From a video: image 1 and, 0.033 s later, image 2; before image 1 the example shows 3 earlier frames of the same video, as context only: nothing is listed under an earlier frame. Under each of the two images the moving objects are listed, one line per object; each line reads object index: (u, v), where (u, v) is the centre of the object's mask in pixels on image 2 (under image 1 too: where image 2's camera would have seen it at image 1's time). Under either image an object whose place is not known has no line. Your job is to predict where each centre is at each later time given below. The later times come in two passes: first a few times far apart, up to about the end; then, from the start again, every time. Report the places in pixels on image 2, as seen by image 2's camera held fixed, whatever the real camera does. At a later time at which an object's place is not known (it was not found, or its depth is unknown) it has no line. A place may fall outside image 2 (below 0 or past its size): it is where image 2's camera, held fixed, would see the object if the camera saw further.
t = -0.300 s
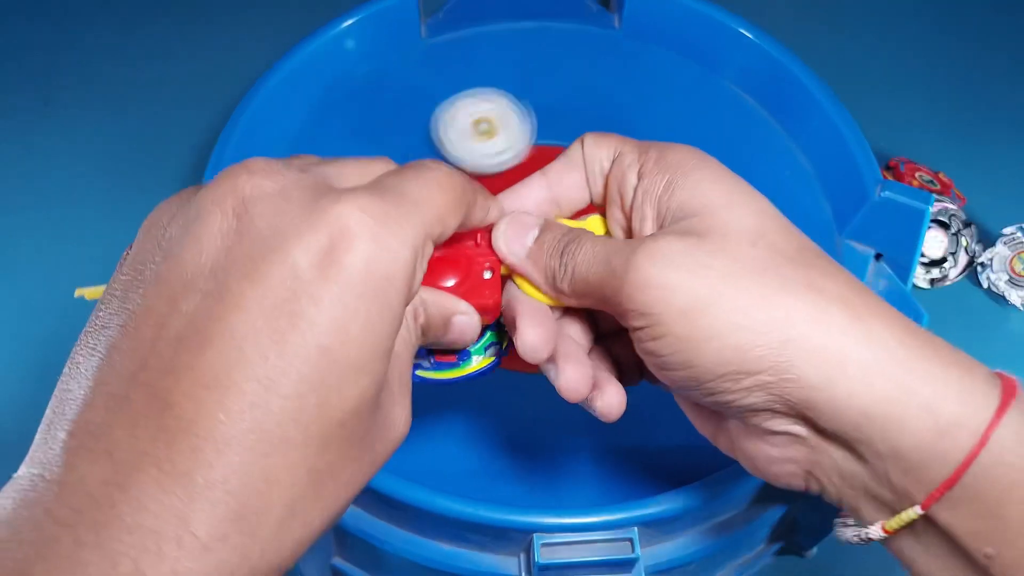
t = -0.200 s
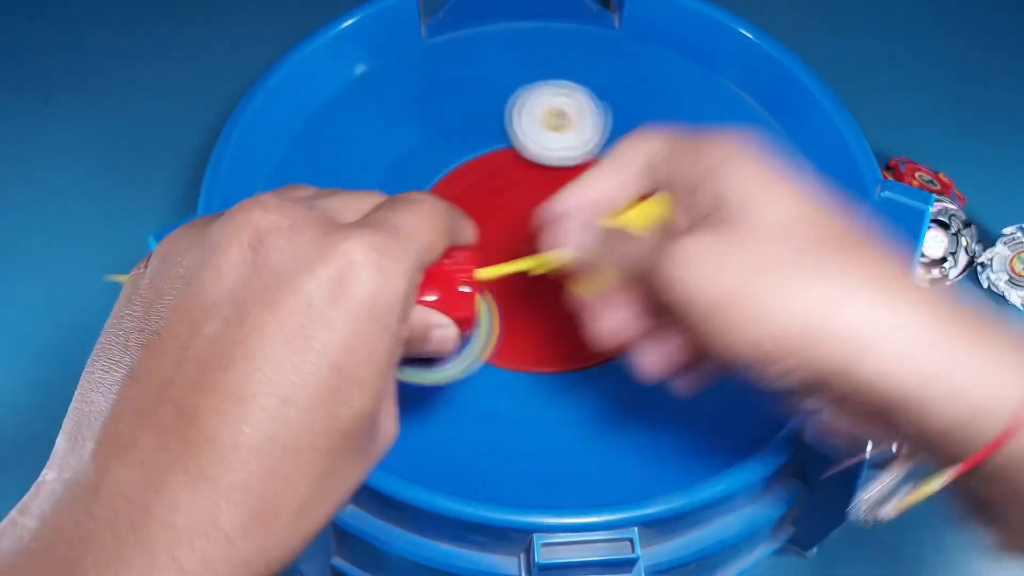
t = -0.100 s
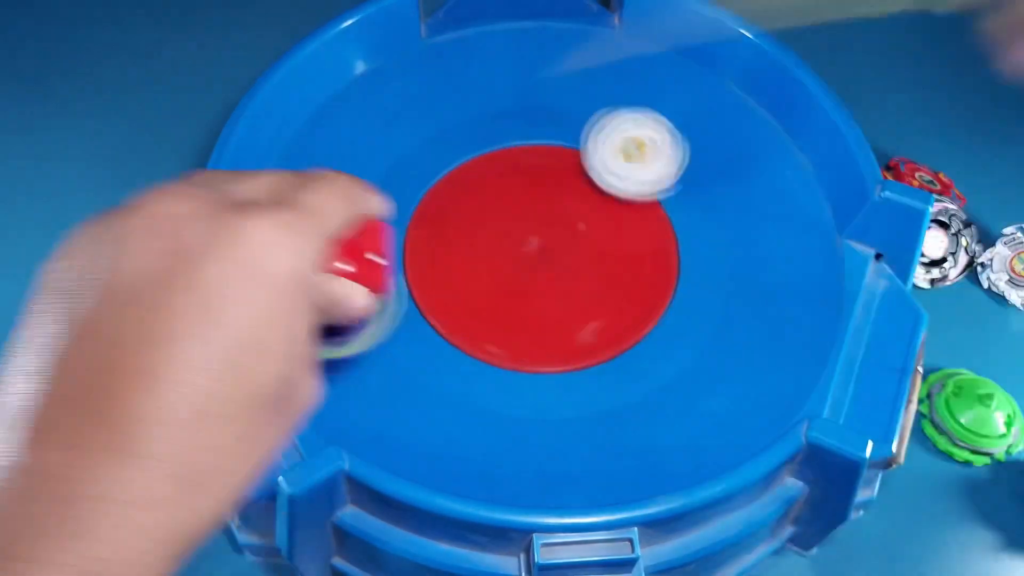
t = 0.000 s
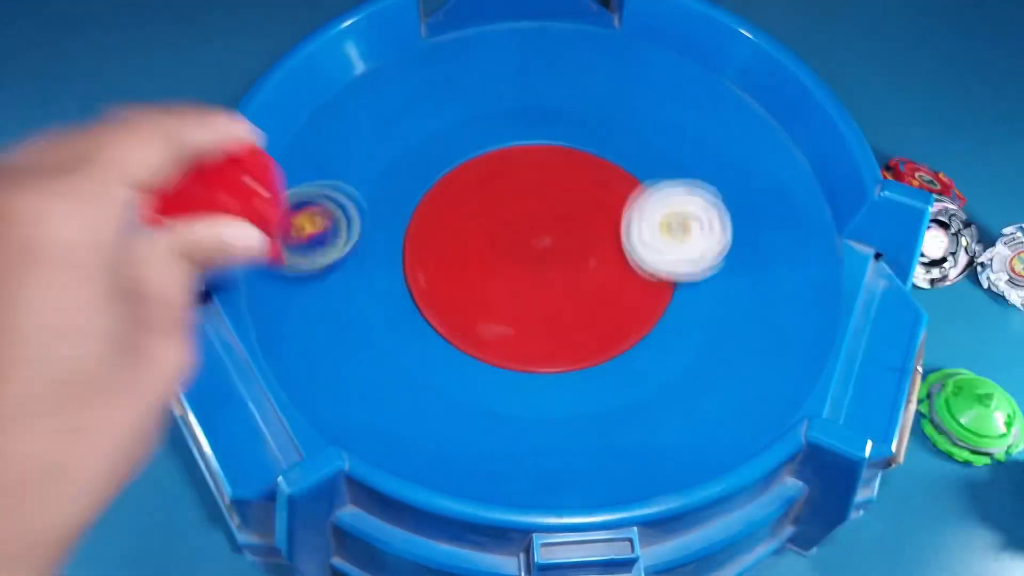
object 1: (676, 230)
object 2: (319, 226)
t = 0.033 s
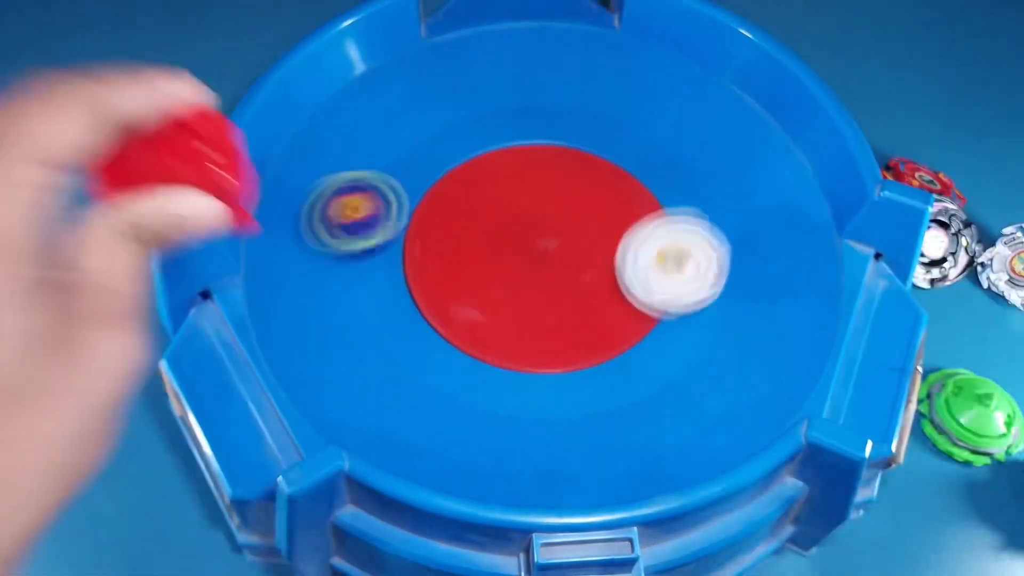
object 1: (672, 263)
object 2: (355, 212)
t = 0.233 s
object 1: (492, 363)
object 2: (604, 134)
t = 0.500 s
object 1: (392, 311)
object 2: (563, 353)
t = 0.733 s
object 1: (346, 243)
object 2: (360, 353)
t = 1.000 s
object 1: (374, 152)
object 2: (430, 264)
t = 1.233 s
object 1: (432, 113)
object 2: (549, 146)
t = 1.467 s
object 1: (495, 95)
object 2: (668, 295)
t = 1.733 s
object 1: (566, 96)
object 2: (385, 243)
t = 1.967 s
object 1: (615, 115)
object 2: (521, 170)
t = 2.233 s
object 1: (681, 144)
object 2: (611, 407)
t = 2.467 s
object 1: (533, 328)
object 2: (606, 428)
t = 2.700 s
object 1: (341, 272)
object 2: (538, 271)
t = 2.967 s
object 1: (297, 226)
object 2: (503, 69)
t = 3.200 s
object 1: (350, 195)
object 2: (488, 51)
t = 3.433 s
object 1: (430, 169)
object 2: (442, 53)
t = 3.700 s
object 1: (627, 121)
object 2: (482, 120)
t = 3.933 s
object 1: (720, 102)
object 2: (635, 211)
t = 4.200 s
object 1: (730, 136)
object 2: (568, 407)
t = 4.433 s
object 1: (686, 184)
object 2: (569, 372)
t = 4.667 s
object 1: (612, 314)
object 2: (457, 396)
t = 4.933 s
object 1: (424, 213)
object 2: (396, 320)
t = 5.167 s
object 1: (465, 111)
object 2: (404, 227)
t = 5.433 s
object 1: (538, 53)
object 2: (440, 233)
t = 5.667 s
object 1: (585, 68)
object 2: (492, 183)
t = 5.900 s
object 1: (553, 58)
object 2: (671, 193)
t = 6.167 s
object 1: (520, 77)
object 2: (704, 256)
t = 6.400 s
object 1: (524, 80)
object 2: (585, 294)
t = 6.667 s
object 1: (549, 79)
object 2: (362, 209)
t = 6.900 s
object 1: (528, 81)
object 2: (348, 186)
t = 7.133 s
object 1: (529, 81)
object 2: (390, 190)
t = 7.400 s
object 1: (547, 80)
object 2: (509, 157)
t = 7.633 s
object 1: (604, 105)
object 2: (633, 201)
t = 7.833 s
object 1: (606, 147)
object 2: (598, 334)
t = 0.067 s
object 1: (654, 295)
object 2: (401, 192)
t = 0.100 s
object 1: (621, 321)
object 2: (444, 177)
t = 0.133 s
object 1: (576, 344)
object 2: (483, 160)
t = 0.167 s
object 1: (538, 357)
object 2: (521, 147)
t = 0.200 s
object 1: (510, 363)
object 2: (562, 137)
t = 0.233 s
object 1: (492, 363)
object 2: (604, 134)
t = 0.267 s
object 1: (477, 358)
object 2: (631, 156)
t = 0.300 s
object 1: (463, 353)
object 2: (652, 188)
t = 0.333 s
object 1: (450, 347)
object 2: (680, 212)
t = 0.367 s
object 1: (436, 341)
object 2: (685, 243)
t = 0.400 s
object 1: (424, 334)
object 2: (658, 270)
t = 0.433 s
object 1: (412, 326)
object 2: (629, 300)
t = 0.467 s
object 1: (402, 318)
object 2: (601, 330)
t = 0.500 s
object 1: (392, 311)
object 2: (563, 353)
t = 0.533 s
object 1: (382, 302)
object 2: (523, 369)
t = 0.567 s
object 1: (373, 293)
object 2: (485, 374)
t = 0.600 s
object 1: (366, 283)
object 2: (448, 378)
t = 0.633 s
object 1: (360, 274)
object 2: (417, 377)
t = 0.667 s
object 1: (354, 265)
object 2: (392, 373)
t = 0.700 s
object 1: (349, 255)
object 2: (371, 364)
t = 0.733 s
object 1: (346, 243)
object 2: (360, 353)
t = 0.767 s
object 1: (345, 231)
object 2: (355, 340)
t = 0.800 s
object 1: (345, 219)
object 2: (358, 326)
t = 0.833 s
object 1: (346, 206)
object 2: (365, 313)
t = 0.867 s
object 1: (349, 193)
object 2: (377, 301)
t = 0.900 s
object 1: (354, 182)
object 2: (390, 292)
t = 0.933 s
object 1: (359, 172)
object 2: (404, 284)
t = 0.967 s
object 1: (366, 162)
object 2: (420, 277)
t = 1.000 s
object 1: (374, 152)
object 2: (430, 264)
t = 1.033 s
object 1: (383, 143)
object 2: (438, 247)
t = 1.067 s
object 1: (392, 136)
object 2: (446, 227)
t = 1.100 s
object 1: (401, 130)
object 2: (458, 206)
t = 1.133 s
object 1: (408, 125)
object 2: (473, 186)
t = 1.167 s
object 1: (415, 121)
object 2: (494, 170)
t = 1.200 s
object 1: (424, 117)
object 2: (519, 156)
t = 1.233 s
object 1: (432, 113)
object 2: (549, 146)
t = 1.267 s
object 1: (440, 110)
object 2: (579, 141)
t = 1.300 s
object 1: (449, 106)
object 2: (609, 140)
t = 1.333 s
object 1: (458, 103)
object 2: (635, 152)
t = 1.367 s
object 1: (467, 100)
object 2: (644, 182)
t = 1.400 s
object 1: (476, 99)
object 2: (657, 214)
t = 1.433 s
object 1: (486, 96)
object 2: (668, 253)
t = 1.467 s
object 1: (495, 95)
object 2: (668, 295)
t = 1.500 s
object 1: (505, 94)
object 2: (640, 322)
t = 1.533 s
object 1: (514, 93)
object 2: (604, 343)
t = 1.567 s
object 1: (523, 93)
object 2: (559, 355)
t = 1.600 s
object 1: (532, 92)
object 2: (512, 353)
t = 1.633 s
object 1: (541, 93)
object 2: (469, 340)
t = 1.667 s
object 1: (549, 94)
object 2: (437, 312)
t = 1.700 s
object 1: (558, 95)
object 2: (406, 282)
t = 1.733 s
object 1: (566, 96)
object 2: (385, 243)
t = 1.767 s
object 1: (574, 98)
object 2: (366, 210)
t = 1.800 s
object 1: (581, 100)
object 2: (353, 176)
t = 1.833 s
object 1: (589, 102)
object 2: (346, 148)
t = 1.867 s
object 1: (596, 105)
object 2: (342, 121)
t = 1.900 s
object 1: (603, 108)
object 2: (374, 114)
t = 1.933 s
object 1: (609, 112)
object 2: (448, 136)
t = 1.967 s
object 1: (615, 115)
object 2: (521, 170)
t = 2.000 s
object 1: (625, 115)
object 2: (577, 189)
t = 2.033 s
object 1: (656, 100)
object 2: (609, 233)
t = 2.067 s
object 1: (672, 91)
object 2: (638, 279)
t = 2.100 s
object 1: (684, 89)
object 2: (648, 319)
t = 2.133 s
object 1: (698, 88)
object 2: (640, 350)
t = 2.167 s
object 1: (710, 91)
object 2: (629, 377)
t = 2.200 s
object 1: (697, 112)
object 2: (620, 394)
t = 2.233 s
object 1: (681, 144)
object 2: (611, 407)
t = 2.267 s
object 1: (672, 163)
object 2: (606, 414)
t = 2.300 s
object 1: (665, 176)
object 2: (603, 417)
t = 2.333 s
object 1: (655, 221)
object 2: (601, 413)
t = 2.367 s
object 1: (648, 256)
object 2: (600, 410)
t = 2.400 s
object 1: (625, 293)
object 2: (600, 406)
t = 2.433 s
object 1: (586, 320)
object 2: (602, 414)
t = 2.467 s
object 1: (533, 328)
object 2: (606, 428)
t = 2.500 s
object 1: (477, 330)
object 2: (608, 439)
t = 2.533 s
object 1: (434, 311)
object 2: (609, 450)
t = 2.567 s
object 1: (400, 296)
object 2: (598, 419)
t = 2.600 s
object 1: (376, 286)
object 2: (585, 384)
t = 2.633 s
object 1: (360, 283)
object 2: (568, 345)
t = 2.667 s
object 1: (350, 279)
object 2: (553, 309)
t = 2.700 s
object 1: (341, 272)
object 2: (538, 271)
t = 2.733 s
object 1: (329, 265)
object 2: (522, 240)
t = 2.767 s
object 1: (321, 259)
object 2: (506, 208)
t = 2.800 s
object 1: (312, 253)
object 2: (496, 180)
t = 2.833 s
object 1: (305, 246)
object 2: (490, 152)
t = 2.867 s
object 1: (300, 240)
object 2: (489, 125)
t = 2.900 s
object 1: (296, 235)
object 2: (494, 101)
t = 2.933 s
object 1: (295, 230)
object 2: (500, 88)
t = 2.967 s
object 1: (297, 226)
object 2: (503, 69)
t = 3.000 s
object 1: (299, 221)
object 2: (504, 60)
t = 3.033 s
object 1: (305, 216)
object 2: (506, 57)
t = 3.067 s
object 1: (311, 212)
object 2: (506, 52)
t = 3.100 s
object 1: (319, 207)
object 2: (503, 49)
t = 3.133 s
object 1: (329, 203)
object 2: (499, 49)
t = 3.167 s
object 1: (339, 198)
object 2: (494, 50)
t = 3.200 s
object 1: (350, 195)
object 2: (488, 51)
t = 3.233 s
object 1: (360, 191)
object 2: (481, 54)
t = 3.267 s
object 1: (369, 190)
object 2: (474, 55)
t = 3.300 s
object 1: (381, 188)
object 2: (467, 57)
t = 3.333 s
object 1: (391, 185)
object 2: (461, 57)
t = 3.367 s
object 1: (402, 183)
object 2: (455, 57)
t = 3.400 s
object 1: (412, 180)
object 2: (448, 56)
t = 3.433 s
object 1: (430, 169)
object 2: (442, 53)
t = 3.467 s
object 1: (455, 155)
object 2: (437, 51)
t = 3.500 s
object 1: (489, 136)
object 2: (433, 48)
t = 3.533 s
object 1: (530, 120)
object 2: (434, 53)
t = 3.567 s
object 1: (565, 119)
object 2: (443, 71)
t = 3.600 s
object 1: (592, 121)
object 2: (451, 89)
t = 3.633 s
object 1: (607, 123)
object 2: (459, 103)
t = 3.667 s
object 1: (618, 122)
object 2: (469, 114)
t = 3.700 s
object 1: (627, 121)
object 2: (482, 120)
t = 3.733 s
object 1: (638, 120)
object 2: (496, 127)
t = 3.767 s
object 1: (647, 118)
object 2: (510, 137)
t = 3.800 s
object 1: (655, 116)
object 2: (532, 143)
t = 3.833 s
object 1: (664, 115)
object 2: (560, 152)
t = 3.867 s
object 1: (674, 116)
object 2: (595, 161)
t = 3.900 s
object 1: (701, 109)
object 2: (614, 182)
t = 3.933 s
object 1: (720, 102)
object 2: (635, 211)
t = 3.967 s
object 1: (727, 102)
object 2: (653, 248)
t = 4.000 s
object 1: (730, 108)
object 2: (662, 291)
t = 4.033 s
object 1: (735, 110)
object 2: (651, 326)
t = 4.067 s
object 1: (740, 112)
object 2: (629, 353)
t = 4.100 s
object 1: (739, 117)
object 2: (607, 376)
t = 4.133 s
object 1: (738, 123)
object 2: (589, 393)
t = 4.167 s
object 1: (735, 129)
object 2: (576, 404)
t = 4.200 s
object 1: (730, 136)
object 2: (568, 407)
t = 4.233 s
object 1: (724, 145)
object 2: (563, 406)
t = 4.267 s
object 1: (719, 152)
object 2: (563, 403)
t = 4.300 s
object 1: (713, 162)
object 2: (563, 397)
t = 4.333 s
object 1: (707, 168)
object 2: (565, 390)
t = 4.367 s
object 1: (700, 172)
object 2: (568, 382)
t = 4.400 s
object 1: (691, 178)
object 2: (569, 376)
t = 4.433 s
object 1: (686, 184)
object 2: (569, 372)
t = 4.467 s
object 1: (678, 190)
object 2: (566, 370)
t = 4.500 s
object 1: (671, 205)
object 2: (561, 369)
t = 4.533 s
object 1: (667, 230)
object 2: (552, 369)
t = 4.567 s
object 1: (659, 263)
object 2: (543, 367)
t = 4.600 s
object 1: (640, 303)
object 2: (533, 365)
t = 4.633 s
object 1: (624, 324)
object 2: (501, 377)
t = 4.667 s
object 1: (612, 314)
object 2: (457, 396)
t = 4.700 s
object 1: (597, 312)
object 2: (419, 407)
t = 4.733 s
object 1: (568, 309)
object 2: (396, 413)
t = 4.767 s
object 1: (538, 307)
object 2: (391, 406)
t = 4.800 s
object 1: (509, 300)
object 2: (391, 386)
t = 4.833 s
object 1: (479, 289)
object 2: (390, 368)
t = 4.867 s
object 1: (452, 267)
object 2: (392, 351)
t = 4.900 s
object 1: (434, 241)
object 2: (395, 335)
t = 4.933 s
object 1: (424, 213)
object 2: (396, 320)
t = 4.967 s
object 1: (429, 187)
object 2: (394, 306)
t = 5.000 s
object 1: (445, 164)
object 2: (391, 293)
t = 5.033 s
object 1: (462, 142)
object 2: (391, 280)
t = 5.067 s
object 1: (470, 124)
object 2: (392, 266)
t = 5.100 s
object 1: (472, 114)
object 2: (395, 251)
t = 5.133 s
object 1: (470, 110)
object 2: (398, 238)
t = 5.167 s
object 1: (465, 111)
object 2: (404, 227)
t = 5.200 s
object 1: (461, 116)
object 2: (410, 215)
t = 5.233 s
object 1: (463, 121)
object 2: (417, 203)
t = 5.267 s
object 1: (469, 121)
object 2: (426, 197)
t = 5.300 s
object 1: (476, 120)
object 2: (439, 191)
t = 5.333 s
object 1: (489, 112)
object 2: (446, 190)
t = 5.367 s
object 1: (511, 86)
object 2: (443, 208)
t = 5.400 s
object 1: (527, 64)
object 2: (440, 224)
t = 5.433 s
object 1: (538, 53)
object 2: (440, 233)
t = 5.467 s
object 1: (548, 49)
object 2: (442, 242)
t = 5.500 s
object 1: (557, 47)
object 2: (445, 241)
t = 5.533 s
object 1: (565, 47)
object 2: (449, 240)
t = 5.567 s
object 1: (573, 48)
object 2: (453, 230)
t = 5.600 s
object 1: (581, 52)
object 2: (461, 218)
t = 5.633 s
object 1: (586, 58)
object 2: (472, 201)
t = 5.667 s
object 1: (585, 68)
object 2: (492, 183)
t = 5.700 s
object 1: (580, 79)
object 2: (513, 169)
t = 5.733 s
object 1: (569, 86)
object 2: (541, 157)
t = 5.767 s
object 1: (557, 85)
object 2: (569, 152)
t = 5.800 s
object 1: (556, 74)
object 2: (594, 153)
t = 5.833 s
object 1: (552, 66)
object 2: (616, 169)
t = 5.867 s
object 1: (552, 60)
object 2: (643, 183)
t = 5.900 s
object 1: (553, 58)
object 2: (671, 193)
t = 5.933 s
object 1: (553, 58)
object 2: (699, 214)
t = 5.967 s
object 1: (554, 61)
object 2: (719, 232)
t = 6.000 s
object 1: (554, 67)
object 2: (731, 246)
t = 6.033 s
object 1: (551, 73)
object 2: (736, 253)
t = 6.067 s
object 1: (545, 78)
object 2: (731, 256)
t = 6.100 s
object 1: (536, 80)
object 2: (723, 256)
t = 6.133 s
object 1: (527, 79)
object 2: (715, 256)
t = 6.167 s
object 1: (520, 77)
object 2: (704, 256)
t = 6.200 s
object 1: (514, 74)
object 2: (693, 254)
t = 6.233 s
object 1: (512, 70)
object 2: (682, 251)
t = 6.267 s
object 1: (512, 70)
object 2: (670, 253)
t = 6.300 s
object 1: (512, 72)
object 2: (654, 256)
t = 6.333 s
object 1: (515, 75)
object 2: (633, 264)
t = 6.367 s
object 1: (519, 78)
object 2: (612, 276)
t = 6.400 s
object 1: (524, 80)
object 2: (585, 294)
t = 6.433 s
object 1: (530, 81)
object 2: (547, 306)
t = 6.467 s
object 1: (535, 82)
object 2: (502, 311)
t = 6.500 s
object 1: (541, 82)
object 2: (460, 304)
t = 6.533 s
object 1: (546, 80)
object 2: (419, 294)
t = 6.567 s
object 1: (550, 78)
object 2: (388, 271)
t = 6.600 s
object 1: (551, 76)
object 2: (375, 250)
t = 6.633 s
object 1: (551, 76)
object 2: (367, 229)
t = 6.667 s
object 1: (549, 79)
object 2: (362, 209)
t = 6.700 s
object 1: (546, 80)
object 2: (360, 195)
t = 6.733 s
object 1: (542, 82)
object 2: (359, 187)
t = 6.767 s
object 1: (538, 82)
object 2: (358, 183)
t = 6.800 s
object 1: (535, 82)
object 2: (357, 183)
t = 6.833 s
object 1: (532, 82)
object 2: (355, 185)
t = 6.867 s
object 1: (530, 81)
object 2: (350, 185)
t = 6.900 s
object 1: (528, 81)
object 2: (348, 186)
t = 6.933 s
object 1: (526, 81)
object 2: (349, 186)
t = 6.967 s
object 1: (524, 81)
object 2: (354, 189)
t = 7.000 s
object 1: (524, 80)
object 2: (360, 192)
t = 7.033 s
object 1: (524, 81)
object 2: (364, 193)
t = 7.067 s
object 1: (525, 81)
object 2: (372, 191)
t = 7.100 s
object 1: (527, 82)
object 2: (381, 190)
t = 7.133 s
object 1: (529, 81)
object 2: (390, 190)
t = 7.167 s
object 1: (530, 82)
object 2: (398, 190)
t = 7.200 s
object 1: (532, 82)
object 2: (407, 190)
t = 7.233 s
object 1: (534, 82)
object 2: (416, 193)
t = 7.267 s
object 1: (536, 82)
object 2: (429, 194)
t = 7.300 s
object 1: (539, 82)
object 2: (443, 191)
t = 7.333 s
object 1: (542, 82)
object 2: (461, 184)
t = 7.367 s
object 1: (545, 81)
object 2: (481, 173)
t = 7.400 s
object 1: (547, 80)
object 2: (509, 157)
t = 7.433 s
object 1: (552, 77)
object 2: (539, 151)
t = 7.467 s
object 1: (576, 59)
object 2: (552, 150)
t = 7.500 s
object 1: (594, 53)
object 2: (566, 162)
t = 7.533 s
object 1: (612, 49)
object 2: (581, 164)
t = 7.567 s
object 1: (617, 65)
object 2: (600, 175)
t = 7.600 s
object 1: (612, 89)
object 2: (614, 184)
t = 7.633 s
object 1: (604, 105)
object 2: (633, 201)
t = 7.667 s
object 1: (594, 117)
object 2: (646, 218)
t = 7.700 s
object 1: (586, 126)
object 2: (655, 245)
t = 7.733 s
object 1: (585, 133)
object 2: (654, 267)
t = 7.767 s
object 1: (588, 139)
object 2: (648, 296)
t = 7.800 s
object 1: (597, 143)
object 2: (626, 325)
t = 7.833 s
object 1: (606, 147)
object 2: (598, 334)
